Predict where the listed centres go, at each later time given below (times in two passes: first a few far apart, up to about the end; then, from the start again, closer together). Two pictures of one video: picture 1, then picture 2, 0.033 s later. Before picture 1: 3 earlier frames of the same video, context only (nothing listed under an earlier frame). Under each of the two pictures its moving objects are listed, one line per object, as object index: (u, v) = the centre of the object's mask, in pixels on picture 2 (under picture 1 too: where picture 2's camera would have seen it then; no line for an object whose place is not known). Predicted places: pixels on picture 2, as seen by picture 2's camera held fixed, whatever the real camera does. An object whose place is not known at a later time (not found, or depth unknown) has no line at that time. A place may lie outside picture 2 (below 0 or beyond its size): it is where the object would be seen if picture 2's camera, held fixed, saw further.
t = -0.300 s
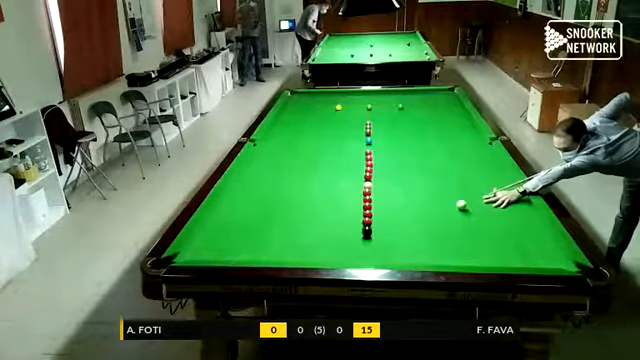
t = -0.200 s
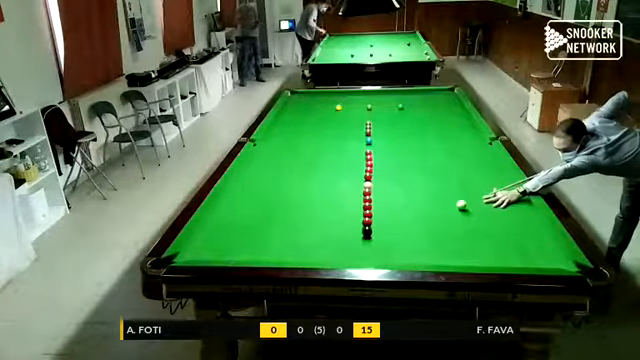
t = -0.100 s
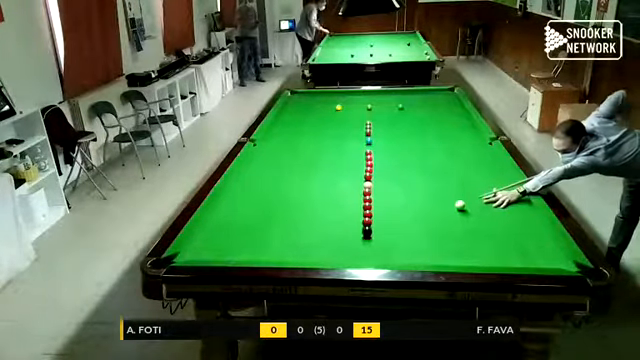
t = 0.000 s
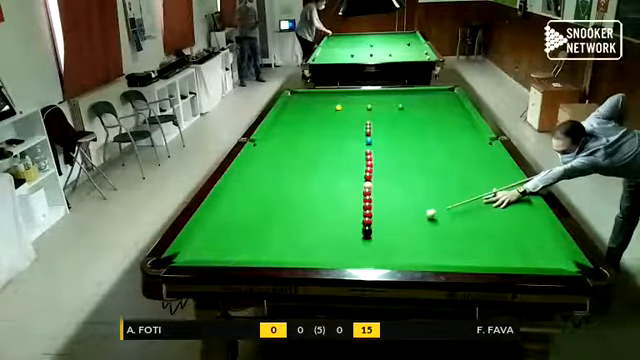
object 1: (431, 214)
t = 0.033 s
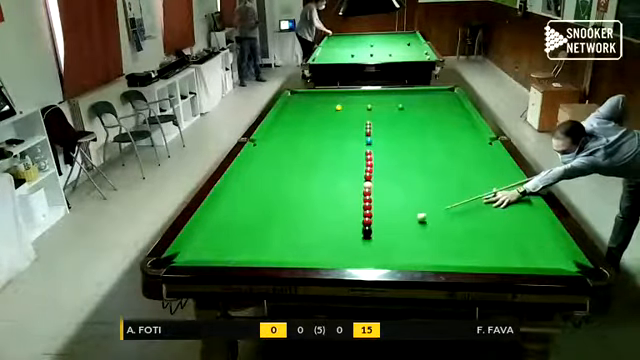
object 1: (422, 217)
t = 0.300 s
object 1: (376, 236)
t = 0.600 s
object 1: (362, 254)
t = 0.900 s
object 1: (352, 254)
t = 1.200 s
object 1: (345, 243)
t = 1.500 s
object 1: (340, 234)
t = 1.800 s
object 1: (336, 227)
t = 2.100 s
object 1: (332, 220)
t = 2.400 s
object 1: (328, 215)
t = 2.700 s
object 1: (325, 210)
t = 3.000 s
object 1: (323, 205)
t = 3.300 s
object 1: (321, 203)
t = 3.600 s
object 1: (320, 202)
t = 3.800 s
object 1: (320, 202)
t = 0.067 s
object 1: (413, 220)
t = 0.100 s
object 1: (405, 223)
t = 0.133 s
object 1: (395, 225)
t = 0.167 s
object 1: (386, 229)
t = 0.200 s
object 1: (378, 231)
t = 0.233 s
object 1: (378, 233)
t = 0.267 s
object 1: (378, 234)
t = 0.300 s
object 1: (376, 236)
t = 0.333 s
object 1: (375, 238)
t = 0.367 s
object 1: (373, 240)
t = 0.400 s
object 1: (372, 241)
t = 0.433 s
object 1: (370, 244)
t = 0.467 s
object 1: (368, 246)
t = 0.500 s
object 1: (367, 248)
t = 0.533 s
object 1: (365, 250)
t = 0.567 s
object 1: (363, 252)
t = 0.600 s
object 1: (362, 254)
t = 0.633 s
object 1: (360, 255)
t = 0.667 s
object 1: (358, 257)
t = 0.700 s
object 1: (356, 258)
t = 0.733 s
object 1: (355, 258)
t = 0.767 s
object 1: (355, 258)
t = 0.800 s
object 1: (353, 255)
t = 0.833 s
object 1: (353, 255)
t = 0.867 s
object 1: (352, 255)
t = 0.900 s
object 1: (352, 254)
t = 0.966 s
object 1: (350, 252)
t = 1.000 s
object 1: (349, 251)
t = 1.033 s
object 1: (348, 249)
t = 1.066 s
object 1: (348, 247)
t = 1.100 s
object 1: (347, 246)
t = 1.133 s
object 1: (347, 245)
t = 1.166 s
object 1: (346, 244)
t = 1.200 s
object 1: (345, 243)
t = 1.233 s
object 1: (345, 241)
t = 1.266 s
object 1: (344, 241)
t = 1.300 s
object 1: (343, 239)
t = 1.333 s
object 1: (343, 238)
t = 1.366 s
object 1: (342, 238)
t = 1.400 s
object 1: (342, 236)
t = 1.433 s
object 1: (341, 236)
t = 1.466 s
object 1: (341, 234)
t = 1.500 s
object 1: (340, 234)
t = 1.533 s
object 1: (339, 233)
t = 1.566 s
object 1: (339, 232)
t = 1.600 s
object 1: (338, 231)
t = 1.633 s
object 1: (338, 230)
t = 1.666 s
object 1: (337, 229)
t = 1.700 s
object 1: (337, 228)
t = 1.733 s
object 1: (337, 228)
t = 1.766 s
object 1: (336, 227)
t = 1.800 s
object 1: (336, 227)
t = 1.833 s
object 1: (335, 225)
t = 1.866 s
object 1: (334, 224)
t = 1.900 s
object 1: (334, 224)
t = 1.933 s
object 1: (333, 223)
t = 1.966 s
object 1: (333, 223)
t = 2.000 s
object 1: (332, 222)
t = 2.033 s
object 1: (332, 221)
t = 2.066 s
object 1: (331, 220)
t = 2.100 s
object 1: (332, 220)
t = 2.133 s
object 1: (330, 219)
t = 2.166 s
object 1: (330, 219)
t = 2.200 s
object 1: (330, 218)
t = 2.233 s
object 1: (329, 217)
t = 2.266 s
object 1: (329, 216)
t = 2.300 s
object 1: (328, 215)
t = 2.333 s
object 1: (328, 215)
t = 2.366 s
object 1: (328, 215)
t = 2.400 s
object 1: (328, 215)
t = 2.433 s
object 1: (327, 214)
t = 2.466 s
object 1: (327, 213)
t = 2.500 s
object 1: (326, 212)
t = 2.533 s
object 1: (326, 213)
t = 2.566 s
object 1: (326, 211)
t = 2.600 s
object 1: (325, 210)
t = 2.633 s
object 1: (325, 210)
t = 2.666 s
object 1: (325, 210)
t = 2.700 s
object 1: (325, 210)
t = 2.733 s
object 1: (325, 210)
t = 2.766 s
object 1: (325, 208)
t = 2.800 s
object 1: (325, 208)
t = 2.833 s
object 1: (324, 208)
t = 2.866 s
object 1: (324, 208)
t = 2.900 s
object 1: (323, 206)
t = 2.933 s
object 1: (323, 206)
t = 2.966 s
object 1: (323, 205)
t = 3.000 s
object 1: (323, 205)
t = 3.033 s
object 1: (323, 205)
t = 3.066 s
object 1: (323, 205)
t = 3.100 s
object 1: (323, 205)
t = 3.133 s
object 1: (322, 205)
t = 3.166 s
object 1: (322, 205)
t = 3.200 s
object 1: (322, 205)
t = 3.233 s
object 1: (322, 204)
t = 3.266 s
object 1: (321, 204)
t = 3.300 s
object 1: (321, 203)
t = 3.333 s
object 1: (321, 203)
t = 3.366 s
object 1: (321, 203)
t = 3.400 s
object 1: (321, 203)
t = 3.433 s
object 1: (321, 203)
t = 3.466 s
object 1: (320, 202)
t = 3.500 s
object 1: (320, 202)
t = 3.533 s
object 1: (320, 202)
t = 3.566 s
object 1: (320, 202)
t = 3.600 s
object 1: (320, 202)
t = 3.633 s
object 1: (320, 202)
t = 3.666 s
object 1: (320, 202)
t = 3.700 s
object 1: (320, 202)
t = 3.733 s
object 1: (320, 202)
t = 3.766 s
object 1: (320, 201)
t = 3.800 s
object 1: (320, 202)
